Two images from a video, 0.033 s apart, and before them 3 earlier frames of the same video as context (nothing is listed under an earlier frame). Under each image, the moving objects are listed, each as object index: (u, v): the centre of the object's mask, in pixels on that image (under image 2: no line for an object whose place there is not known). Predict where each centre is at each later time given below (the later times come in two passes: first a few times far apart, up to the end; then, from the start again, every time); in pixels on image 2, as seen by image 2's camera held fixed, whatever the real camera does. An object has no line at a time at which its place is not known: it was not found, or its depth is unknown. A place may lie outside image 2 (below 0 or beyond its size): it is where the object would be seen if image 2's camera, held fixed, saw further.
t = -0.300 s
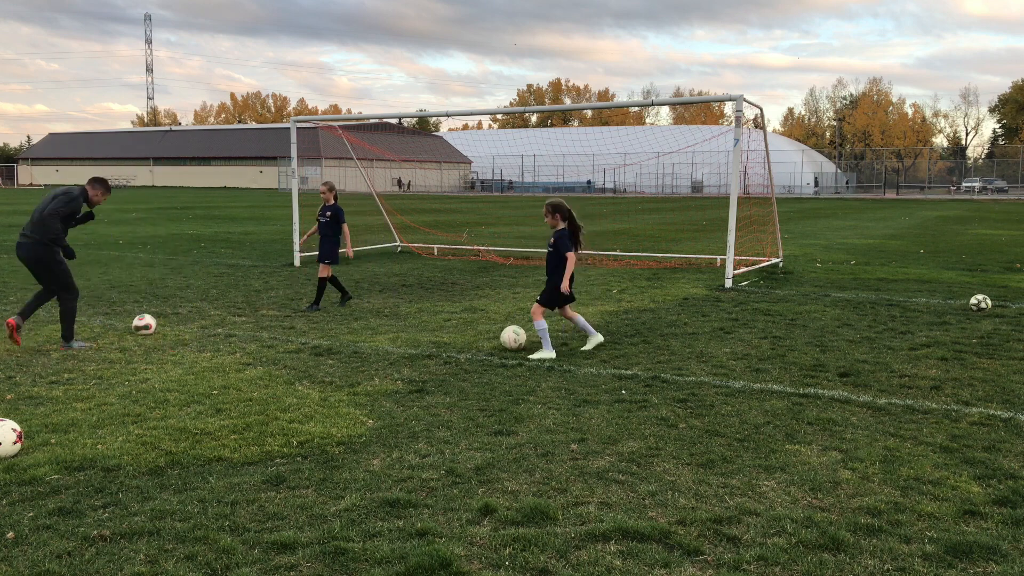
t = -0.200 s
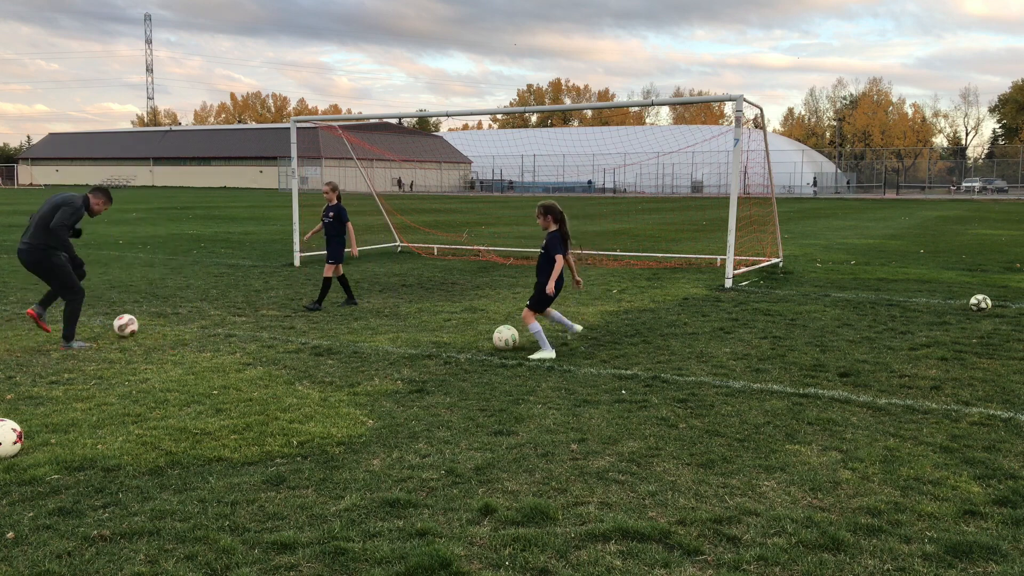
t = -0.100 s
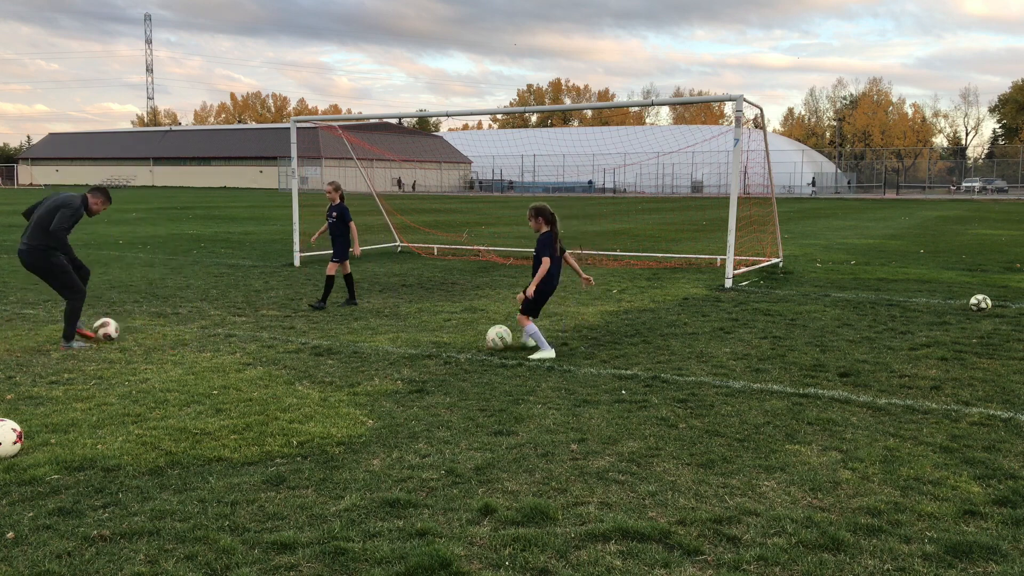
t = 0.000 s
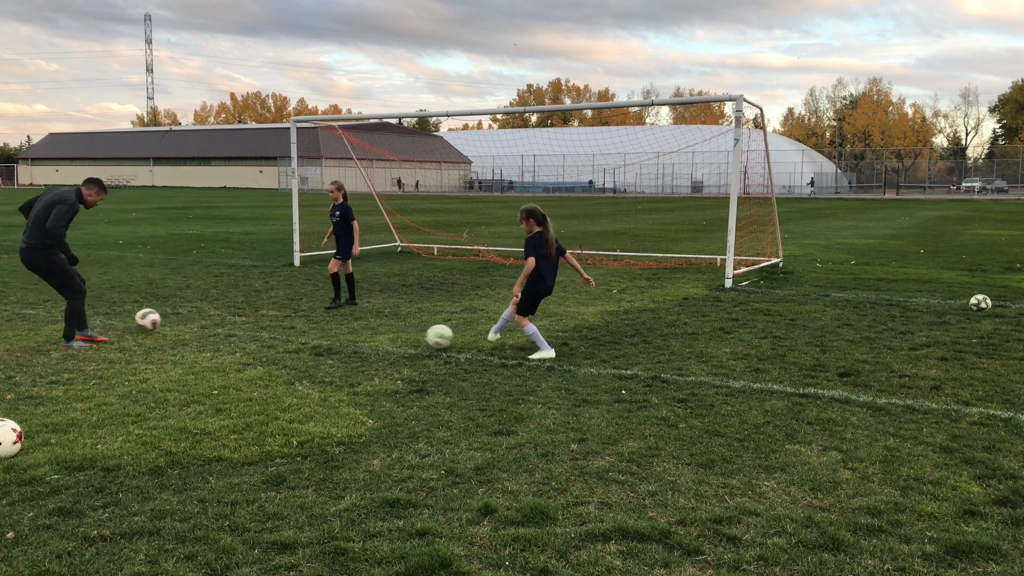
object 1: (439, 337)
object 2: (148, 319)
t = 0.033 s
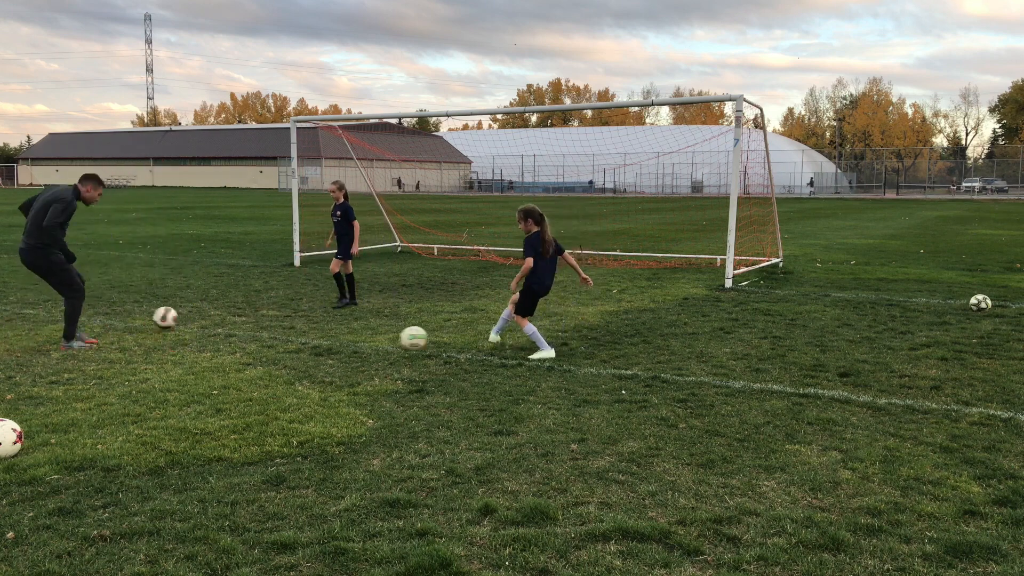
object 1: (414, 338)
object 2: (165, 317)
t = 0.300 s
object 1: (257, 338)
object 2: (256, 306)
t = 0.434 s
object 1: (197, 333)
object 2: (282, 303)
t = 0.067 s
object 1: (392, 337)
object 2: (183, 317)
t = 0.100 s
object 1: (372, 334)
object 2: (199, 317)
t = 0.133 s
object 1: (353, 332)
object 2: (211, 314)
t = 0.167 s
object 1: (333, 331)
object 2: (220, 310)
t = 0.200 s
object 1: (313, 333)
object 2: (229, 307)
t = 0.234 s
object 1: (294, 334)
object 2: (239, 306)
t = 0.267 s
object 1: (274, 337)
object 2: (248, 305)
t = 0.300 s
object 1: (257, 338)
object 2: (256, 306)
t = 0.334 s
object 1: (242, 335)
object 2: (264, 306)
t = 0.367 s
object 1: (227, 333)
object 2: (272, 306)
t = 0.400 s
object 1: (212, 334)
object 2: (277, 304)
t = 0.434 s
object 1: (197, 333)
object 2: (282, 303)
